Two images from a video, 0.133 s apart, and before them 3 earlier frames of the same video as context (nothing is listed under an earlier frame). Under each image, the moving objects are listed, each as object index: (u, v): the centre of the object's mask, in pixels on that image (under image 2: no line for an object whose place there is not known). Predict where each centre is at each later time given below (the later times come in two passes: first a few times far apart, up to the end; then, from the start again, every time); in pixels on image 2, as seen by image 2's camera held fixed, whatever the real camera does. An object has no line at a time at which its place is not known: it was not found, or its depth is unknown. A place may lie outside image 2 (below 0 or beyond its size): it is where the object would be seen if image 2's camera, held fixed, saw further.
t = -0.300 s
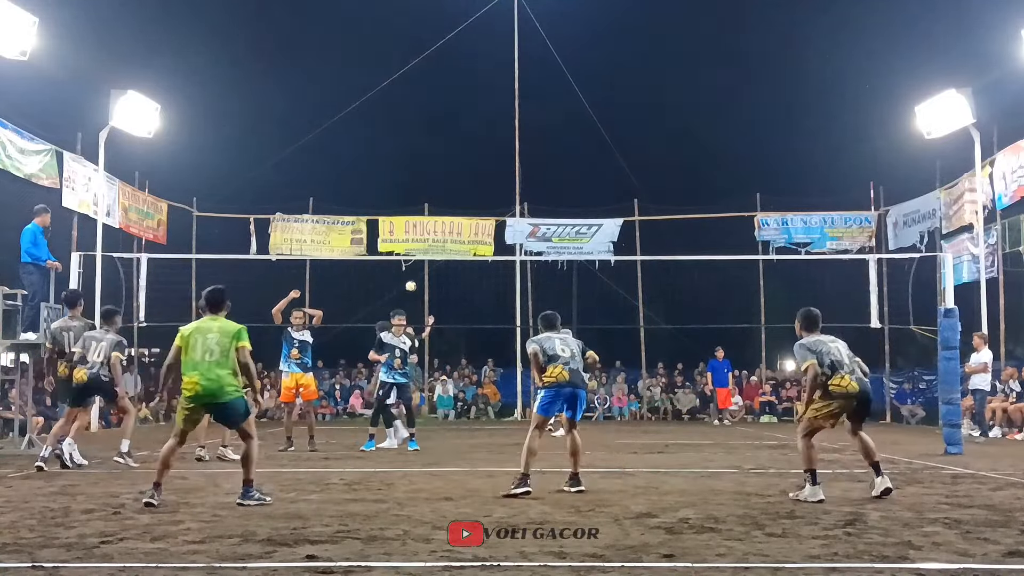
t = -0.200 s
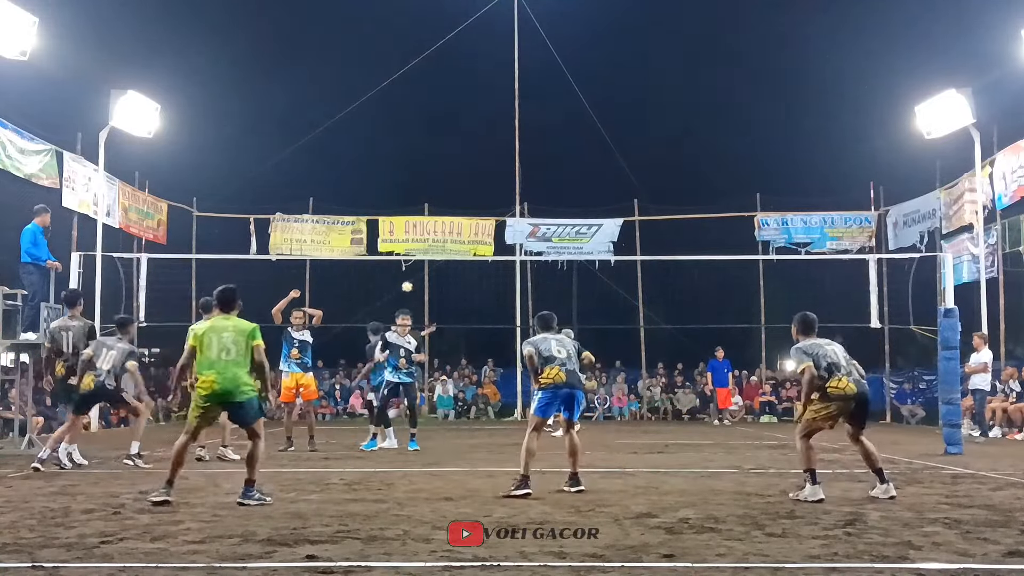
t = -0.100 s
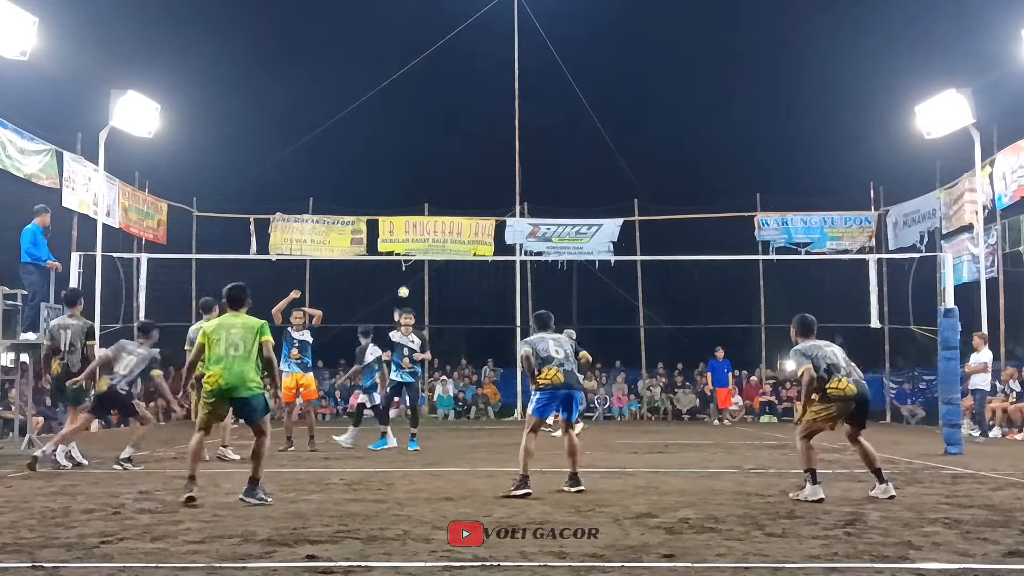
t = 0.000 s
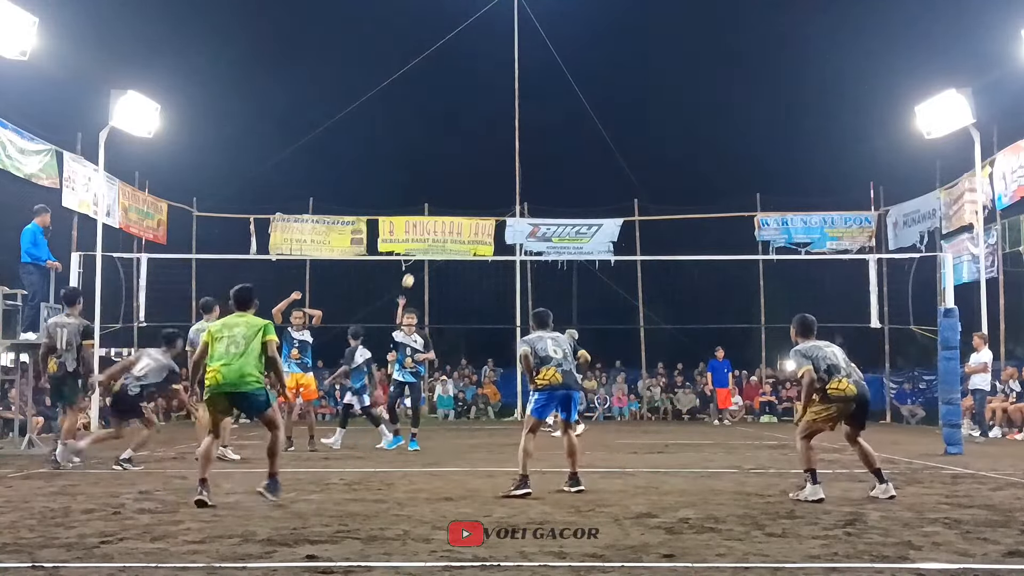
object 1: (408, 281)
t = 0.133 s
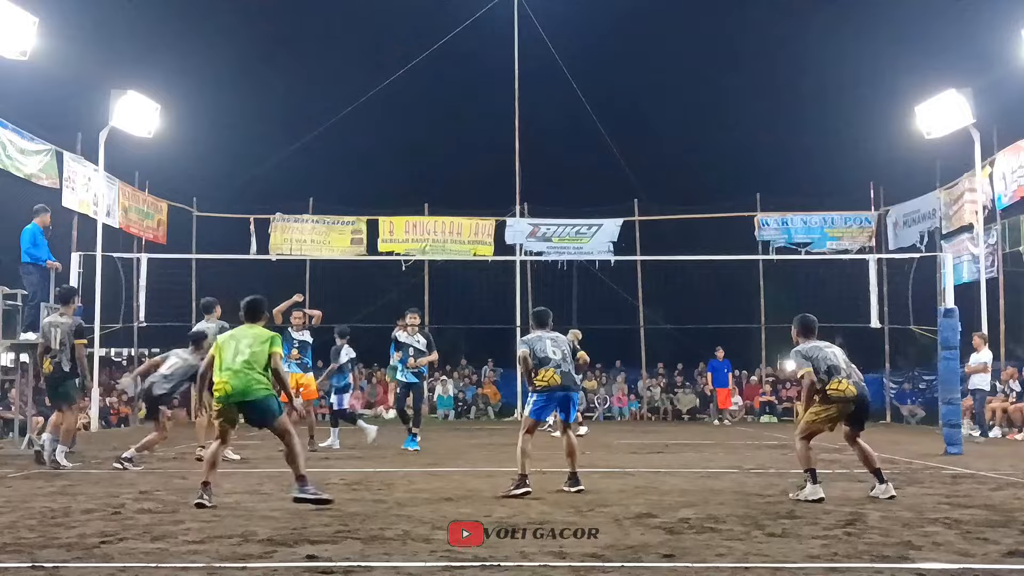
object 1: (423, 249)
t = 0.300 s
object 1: (447, 211)
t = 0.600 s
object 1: (498, 188)
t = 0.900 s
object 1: (570, 220)
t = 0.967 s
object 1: (593, 245)
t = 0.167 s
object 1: (429, 241)
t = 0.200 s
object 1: (431, 233)
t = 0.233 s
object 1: (438, 226)
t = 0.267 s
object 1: (441, 217)
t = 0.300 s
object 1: (447, 211)
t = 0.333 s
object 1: (452, 207)
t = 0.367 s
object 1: (458, 202)
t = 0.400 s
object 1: (463, 198)
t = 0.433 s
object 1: (469, 195)
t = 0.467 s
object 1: (474, 193)
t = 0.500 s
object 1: (480, 191)
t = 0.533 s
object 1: (485, 189)
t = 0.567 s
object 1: (492, 189)
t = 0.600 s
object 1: (498, 188)
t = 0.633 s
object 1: (504, 188)
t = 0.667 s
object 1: (511, 189)
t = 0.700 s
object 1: (518, 191)
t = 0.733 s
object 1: (526, 194)
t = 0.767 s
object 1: (534, 197)
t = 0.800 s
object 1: (542, 201)
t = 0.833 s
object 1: (552, 207)
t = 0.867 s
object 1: (561, 212)
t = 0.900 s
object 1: (570, 220)
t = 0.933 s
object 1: (581, 232)
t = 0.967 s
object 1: (593, 245)
